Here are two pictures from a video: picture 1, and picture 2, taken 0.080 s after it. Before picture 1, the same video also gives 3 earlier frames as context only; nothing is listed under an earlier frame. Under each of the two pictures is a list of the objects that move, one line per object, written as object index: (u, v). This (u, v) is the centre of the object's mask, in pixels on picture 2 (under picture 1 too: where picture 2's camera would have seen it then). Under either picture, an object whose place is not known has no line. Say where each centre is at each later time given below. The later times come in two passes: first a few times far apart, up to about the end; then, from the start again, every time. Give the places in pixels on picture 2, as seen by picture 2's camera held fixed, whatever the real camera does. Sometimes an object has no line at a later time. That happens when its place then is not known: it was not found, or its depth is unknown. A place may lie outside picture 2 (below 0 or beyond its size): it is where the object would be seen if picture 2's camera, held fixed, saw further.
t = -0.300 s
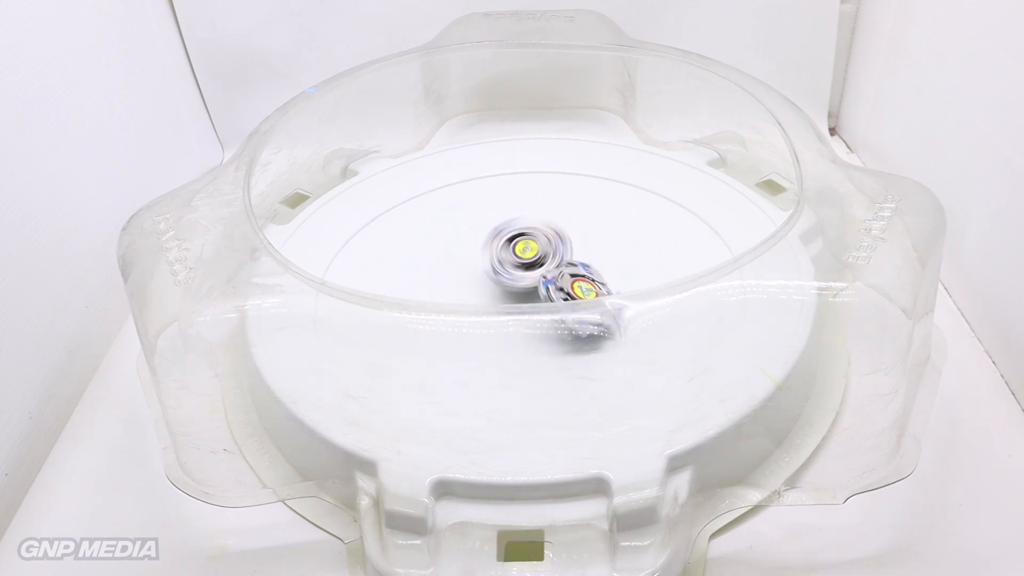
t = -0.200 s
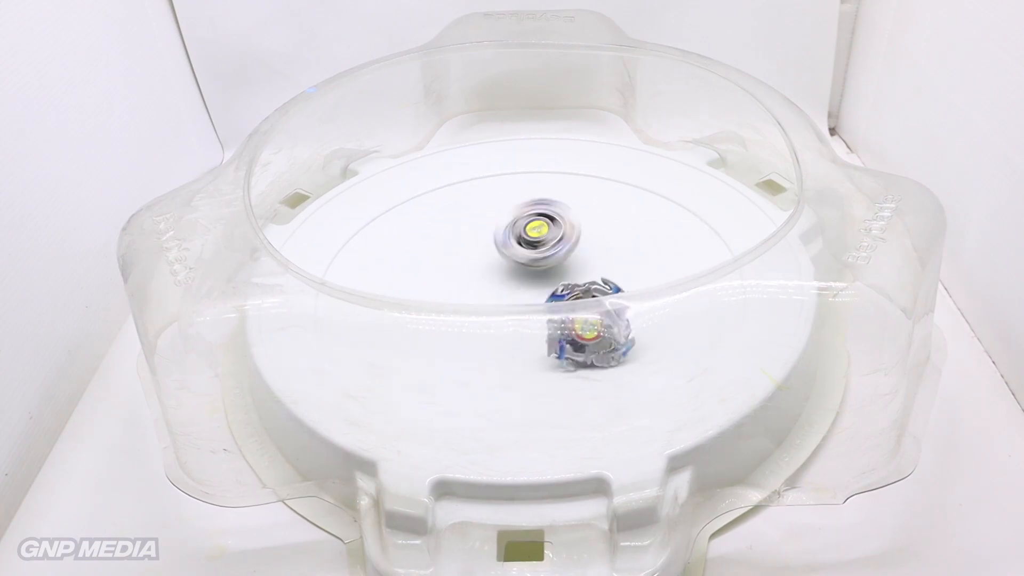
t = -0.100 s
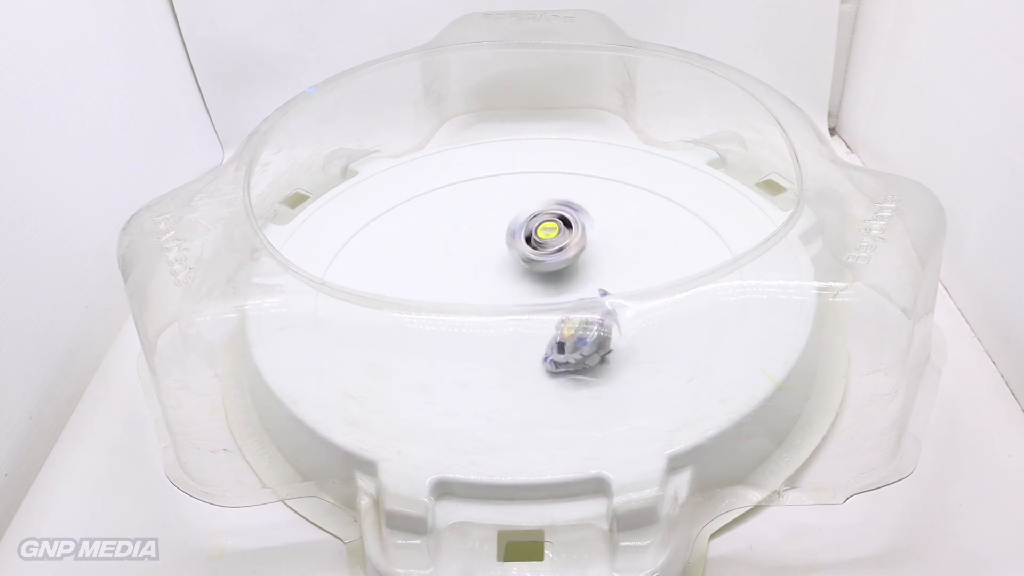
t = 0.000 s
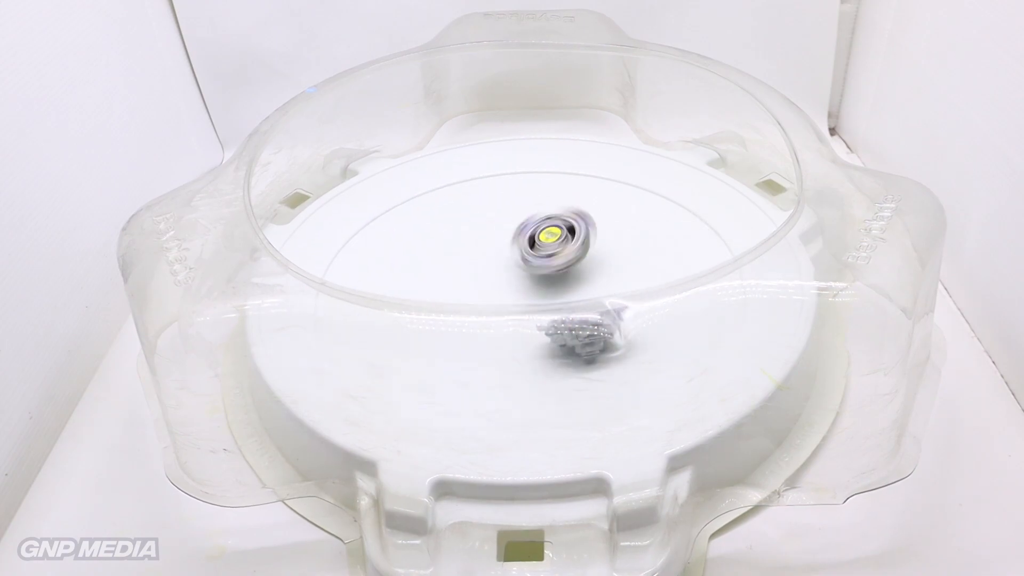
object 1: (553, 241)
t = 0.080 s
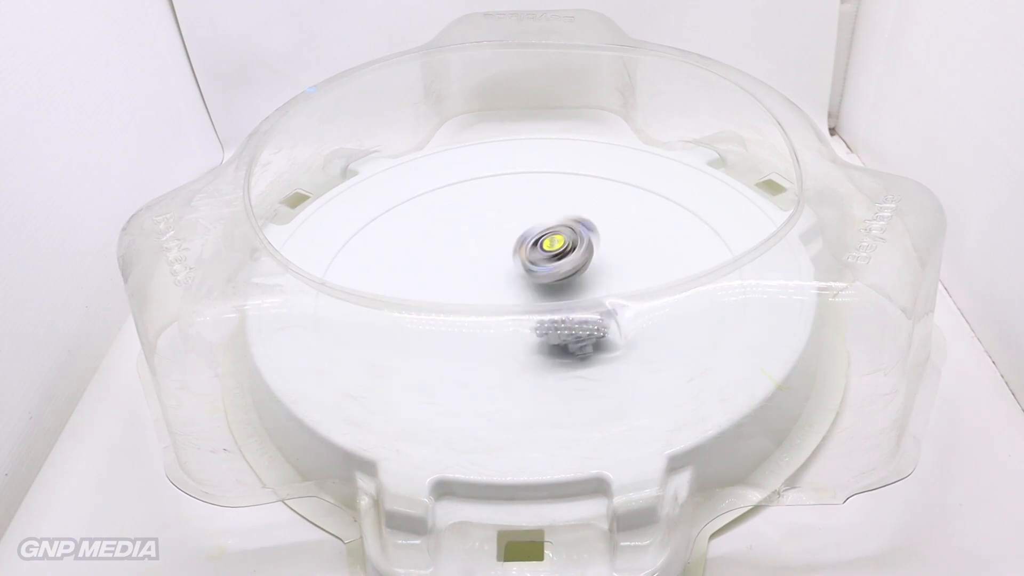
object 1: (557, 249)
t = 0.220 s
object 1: (554, 271)
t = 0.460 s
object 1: (526, 285)
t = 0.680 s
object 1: (505, 280)
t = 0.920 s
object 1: (507, 273)
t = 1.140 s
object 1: (525, 270)
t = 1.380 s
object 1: (549, 275)
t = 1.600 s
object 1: (551, 280)
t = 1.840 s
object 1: (544, 282)
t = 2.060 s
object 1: (536, 276)
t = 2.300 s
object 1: (540, 269)
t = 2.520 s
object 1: (542, 269)
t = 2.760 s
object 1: (542, 273)
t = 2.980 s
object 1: (536, 273)
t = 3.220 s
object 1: (532, 269)
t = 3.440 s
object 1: (534, 268)
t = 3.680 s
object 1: (537, 271)
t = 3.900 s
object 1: (533, 274)
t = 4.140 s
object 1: (527, 272)
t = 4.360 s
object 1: (527, 270)
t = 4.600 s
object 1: (531, 270)
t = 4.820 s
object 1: (531, 274)
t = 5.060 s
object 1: (526, 275)
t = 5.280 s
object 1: (524, 274)
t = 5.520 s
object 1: (524, 273)
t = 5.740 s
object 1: (528, 273)
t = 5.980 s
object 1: (530, 275)
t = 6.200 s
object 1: (529, 277)
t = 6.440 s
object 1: (528, 277)
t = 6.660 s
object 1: (529, 276)
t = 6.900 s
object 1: (530, 276)
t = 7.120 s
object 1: (531, 275)
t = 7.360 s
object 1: (533, 275)
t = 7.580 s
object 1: (533, 276)
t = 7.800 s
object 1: (533, 275)
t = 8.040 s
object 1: (532, 275)
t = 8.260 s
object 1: (531, 275)
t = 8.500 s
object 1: (532, 275)
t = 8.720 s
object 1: (532, 275)
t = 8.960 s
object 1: (532, 275)
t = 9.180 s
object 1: (531, 275)
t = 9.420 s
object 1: (532, 276)
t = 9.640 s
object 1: (531, 275)
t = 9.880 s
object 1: (531, 275)
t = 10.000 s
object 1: (532, 275)
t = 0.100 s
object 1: (556, 252)
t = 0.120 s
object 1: (556, 254)
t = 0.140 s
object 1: (556, 258)
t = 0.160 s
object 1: (556, 261)
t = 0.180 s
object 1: (557, 265)
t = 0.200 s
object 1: (555, 269)
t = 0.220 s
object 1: (554, 271)
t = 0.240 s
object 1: (552, 274)
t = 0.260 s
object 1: (552, 276)
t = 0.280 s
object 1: (550, 277)
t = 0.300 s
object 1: (546, 280)
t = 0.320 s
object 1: (544, 280)
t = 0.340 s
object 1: (541, 282)
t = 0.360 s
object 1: (538, 283)
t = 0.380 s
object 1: (537, 284)
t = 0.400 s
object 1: (534, 284)
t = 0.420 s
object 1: (532, 284)
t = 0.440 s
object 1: (529, 285)
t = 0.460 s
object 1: (526, 285)
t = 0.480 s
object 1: (524, 284)
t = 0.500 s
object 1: (520, 284)
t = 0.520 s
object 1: (518, 285)
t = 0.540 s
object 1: (517, 284)
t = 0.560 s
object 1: (514, 284)
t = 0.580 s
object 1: (512, 283)
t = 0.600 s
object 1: (510, 283)
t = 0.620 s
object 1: (508, 283)
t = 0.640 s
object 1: (508, 281)
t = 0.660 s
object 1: (506, 281)
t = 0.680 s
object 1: (505, 280)
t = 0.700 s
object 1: (505, 279)
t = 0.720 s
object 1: (505, 279)
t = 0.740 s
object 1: (505, 279)
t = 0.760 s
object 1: (504, 278)
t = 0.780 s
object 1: (503, 277)
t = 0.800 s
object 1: (503, 276)
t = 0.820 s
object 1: (504, 276)
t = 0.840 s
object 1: (505, 276)
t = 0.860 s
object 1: (505, 275)
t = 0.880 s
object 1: (505, 275)
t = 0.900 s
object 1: (505, 273)
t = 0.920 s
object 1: (507, 273)
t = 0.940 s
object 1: (509, 273)
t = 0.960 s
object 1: (509, 273)
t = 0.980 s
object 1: (510, 272)
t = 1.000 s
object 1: (511, 272)
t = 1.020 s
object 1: (513, 272)
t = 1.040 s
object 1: (514, 272)
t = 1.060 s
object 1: (516, 271)
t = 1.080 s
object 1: (518, 270)
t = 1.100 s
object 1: (520, 271)
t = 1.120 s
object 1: (522, 270)
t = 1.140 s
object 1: (525, 270)
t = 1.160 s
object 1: (526, 270)
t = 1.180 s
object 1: (530, 269)
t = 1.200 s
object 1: (533, 270)
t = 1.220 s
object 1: (535, 270)
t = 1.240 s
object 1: (538, 271)
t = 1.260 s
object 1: (540, 272)
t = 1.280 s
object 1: (541, 273)
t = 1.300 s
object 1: (544, 273)
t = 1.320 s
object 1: (545, 273)
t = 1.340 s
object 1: (546, 274)
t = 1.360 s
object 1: (548, 274)
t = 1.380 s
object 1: (549, 275)
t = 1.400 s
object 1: (549, 275)
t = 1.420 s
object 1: (550, 276)
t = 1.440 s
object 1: (551, 276)
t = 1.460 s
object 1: (550, 277)
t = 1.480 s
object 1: (551, 277)
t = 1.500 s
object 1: (551, 278)
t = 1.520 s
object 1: (551, 279)
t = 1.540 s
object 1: (551, 279)
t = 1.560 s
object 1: (551, 279)
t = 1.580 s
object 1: (551, 280)
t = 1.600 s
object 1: (551, 280)
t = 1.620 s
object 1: (550, 281)
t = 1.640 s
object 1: (550, 281)
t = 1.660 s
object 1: (550, 281)
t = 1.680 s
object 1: (549, 281)
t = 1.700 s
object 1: (549, 282)
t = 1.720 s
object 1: (548, 282)
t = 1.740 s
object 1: (547, 282)
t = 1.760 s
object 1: (546, 282)
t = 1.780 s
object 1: (546, 282)
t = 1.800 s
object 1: (545, 282)
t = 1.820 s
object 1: (544, 282)
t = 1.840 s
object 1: (544, 282)
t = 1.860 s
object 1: (542, 281)
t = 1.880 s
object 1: (542, 281)
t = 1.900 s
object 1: (540, 281)
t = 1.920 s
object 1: (539, 280)
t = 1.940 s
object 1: (539, 280)
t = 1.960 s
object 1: (538, 279)
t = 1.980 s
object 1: (537, 278)
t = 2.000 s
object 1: (537, 278)
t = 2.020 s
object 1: (537, 277)
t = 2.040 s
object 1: (536, 276)
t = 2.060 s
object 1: (536, 276)
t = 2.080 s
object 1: (536, 275)
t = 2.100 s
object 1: (536, 274)
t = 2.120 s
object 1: (536, 274)
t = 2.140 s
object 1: (537, 273)
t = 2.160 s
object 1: (537, 272)
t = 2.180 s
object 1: (538, 272)
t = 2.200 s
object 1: (538, 271)
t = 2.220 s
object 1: (538, 271)
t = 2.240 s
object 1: (539, 270)
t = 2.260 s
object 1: (539, 270)
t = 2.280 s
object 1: (539, 269)
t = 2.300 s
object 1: (540, 269)
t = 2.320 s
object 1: (540, 268)
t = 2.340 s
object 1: (540, 268)
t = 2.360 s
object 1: (540, 268)
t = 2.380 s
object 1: (540, 268)
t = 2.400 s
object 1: (541, 268)
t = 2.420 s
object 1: (541, 267)
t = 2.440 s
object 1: (541, 268)
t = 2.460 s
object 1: (541, 268)
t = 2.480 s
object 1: (541, 268)
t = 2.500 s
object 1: (542, 268)
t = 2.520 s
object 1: (542, 269)
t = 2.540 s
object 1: (542, 269)
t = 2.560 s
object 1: (543, 269)
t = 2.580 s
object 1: (543, 269)
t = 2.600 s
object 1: (543, 269)
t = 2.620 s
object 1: (543, 270)
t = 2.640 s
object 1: (543, 271)
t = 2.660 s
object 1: (543, 271)
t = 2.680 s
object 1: (543, 271)
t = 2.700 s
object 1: (543, 272)
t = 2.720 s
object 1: (543, 272)
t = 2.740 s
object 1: (543, 273)
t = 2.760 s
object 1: (542, 273)
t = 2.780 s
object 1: (541, 274)
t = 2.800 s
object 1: (541, 274)
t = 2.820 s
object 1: (541, 274)
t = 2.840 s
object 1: (540, 274)
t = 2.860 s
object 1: (539, 274)
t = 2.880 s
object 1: (539, 274)
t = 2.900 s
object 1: (538, 274)
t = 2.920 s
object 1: (538, 274)
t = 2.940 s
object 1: (537, 274)
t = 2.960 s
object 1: (537, 274)
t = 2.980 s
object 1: (536, 273)
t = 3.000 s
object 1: (536, 273)
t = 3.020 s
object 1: (535, 273)
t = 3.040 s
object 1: (534, 273)
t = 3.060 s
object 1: (533, 272)
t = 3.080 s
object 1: (532, 272)
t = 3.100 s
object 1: (532, 271)
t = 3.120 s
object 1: (532, 271)
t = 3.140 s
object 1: (532, 271)
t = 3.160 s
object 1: (533, 270)
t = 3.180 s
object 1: (533, 270)
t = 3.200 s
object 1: (533, 270)
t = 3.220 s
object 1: (532, 269)
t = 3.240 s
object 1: (531, 269)
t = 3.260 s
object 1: (531, 269)
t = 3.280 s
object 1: (531, 269)
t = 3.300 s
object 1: (532, 268)
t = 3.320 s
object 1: (533, 268)
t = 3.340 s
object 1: (533, 268)
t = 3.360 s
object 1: (534, 268)
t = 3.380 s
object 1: (534, 267)
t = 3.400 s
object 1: (534, 268)
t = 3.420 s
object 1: (534, 267)
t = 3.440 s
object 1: (534, 268)
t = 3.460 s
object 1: (534, 268)
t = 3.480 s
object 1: (534, 268)
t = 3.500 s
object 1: (535, 268)
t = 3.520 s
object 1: (536, 269)
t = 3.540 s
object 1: (535, 269)
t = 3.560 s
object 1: (536, 269)
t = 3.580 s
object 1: (536, 269)
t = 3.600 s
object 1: (536, 270)
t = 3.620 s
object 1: (536, 270)
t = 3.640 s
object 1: (536, 270)
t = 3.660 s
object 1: (536, 271)
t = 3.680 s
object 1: (537, 271)
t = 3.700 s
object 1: (537, 271)
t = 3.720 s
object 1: (536, 271)
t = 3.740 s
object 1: (536, 271)
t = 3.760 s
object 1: (535, 272)
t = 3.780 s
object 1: (534, 272)
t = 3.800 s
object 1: (533, 272)
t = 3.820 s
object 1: (534, 272)
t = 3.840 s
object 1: (534, 273)
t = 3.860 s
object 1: (533, 273)
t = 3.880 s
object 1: (533, 273)
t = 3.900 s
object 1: (533, 274)
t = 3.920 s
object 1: (532, 274)
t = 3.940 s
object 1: (531, 273)
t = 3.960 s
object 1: (531, 273)
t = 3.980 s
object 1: (531, 273)
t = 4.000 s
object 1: (530, 273)
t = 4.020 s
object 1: (529, 273)
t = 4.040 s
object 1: (528, 273)
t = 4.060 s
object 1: (527, 272)
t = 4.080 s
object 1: (528, 272)
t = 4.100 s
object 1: (527, 273)
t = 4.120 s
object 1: (527, 272)
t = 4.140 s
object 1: (527, 272)
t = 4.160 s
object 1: (526, 272)
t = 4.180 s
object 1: (526, 272)
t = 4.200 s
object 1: (526, 271)
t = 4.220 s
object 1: (526, 271)
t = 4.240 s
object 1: (526, 271)
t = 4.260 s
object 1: (527, 270)
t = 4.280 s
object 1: (526, 270)
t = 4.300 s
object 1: (526, 270)
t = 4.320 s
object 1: (526, 269)
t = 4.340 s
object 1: (526, 270)
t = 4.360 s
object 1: (527, 270)
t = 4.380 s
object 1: (527, 269)
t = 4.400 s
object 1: (528, 269)
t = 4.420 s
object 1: (528, 269)
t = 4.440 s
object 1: (528, 270)
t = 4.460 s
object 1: (529, 270)
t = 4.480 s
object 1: (530, 269)
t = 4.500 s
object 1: (530, 269)
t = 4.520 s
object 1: (529, 269)
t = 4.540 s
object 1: (529, 270)
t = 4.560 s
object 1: (530, 271)
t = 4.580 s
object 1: (530, 270)
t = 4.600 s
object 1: (531, 270)
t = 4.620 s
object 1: (531, 271)
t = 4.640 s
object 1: (531, 272)
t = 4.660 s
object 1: (531, 271)
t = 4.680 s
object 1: (532, 272)
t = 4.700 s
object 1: (532, 271)
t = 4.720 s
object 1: (531, 272)
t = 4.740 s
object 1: (531, 272)
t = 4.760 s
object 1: (530, 273)
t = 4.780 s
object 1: (530, 273)
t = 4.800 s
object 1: (531, 273)
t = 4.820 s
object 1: (531, 274)
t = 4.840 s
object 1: (530, 274)
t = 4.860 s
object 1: (530, 274)
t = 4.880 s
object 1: (530, 274)
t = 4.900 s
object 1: (530, 274)
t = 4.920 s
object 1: (529, 274)
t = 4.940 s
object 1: (528, 275)
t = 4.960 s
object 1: (527, 275)
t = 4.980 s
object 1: (527, 275)
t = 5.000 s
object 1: (527, 275)
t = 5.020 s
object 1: (527, 275)
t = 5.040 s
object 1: (526, 276)
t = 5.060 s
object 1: (526, 275)
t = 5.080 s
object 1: (526, 275)
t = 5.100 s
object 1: (526, 275)
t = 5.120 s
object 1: (525, 275)
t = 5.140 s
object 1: (524, 275)
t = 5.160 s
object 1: (523, 275)
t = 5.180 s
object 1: (524, 275)
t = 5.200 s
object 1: (524, 275)
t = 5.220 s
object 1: (524, 275)
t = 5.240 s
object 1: (523, 275)
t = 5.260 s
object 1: (523, 274)
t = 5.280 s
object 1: (524, 274)
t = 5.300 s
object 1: (523, 274)
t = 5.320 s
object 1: (522, 274)
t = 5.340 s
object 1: (522, 274)
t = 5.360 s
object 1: (522, 274)
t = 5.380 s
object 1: (522, 274)
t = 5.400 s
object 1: (523, 274)
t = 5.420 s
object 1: (523, 273)
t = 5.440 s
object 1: (524, 274)
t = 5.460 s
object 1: (525, 273)
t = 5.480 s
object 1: (524, 273)
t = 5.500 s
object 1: (524, 273)
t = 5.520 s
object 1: (524, 273)
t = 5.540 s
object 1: (525, 273)
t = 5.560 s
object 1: (526, 273)
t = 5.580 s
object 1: (525, 274)
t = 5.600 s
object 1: (526, 273)
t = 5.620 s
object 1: (527, 273)
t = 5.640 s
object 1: (527, 273)
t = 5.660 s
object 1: (527, 273)
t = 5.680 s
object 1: (527, 273)
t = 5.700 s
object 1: (528, 273)
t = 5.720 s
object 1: (528, 274)
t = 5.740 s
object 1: (528, 273)
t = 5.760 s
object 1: (529, 274)
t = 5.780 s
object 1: (530, 274)
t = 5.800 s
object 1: (530, 274)
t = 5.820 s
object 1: (529, 274)
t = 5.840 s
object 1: (529, 274)
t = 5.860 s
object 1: (529, 275)
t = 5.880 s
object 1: (530, 275)
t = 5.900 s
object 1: (531, 275)
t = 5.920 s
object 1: (530, 275)
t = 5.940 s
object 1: (531, 276)
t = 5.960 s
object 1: (531, 275)
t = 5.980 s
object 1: (530, 275)
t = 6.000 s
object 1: (530, 276)
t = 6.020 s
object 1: (531, 276)
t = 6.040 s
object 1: (531, 276)
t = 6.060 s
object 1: (531, 277)
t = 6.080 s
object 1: (531, 276)
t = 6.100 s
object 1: (532, 276)
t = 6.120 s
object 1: (530, 276)
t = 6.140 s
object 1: (529, 277)
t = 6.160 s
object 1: (530, 276)
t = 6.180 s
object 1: (530, 277)
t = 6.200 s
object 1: (529, 277)
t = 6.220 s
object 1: (530, 277)
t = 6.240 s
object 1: (531, 277)
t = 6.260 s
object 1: (530, 277)
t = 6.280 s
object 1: (528, 277)
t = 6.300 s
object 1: (529, 277)
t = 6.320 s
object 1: (529, 277)
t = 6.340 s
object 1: (528, 277)
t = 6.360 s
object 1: (529, 277)
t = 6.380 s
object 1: (529, 277)
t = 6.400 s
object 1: (529, 277)
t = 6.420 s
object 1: (527, 277)
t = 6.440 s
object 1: (528, 277)
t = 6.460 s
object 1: (528, 277)
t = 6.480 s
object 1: (527, 277)
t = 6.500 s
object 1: (528, 277)
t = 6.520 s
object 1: (529, 277)
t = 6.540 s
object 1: (528, 276)
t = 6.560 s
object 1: (526, 276)
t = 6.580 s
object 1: (527, 276)
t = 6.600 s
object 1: (528, 277)
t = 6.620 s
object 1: (527, 276)
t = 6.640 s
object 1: (528, 276)
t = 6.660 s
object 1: (529, 276)
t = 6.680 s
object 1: (527, 276)
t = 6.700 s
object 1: (527, 276)
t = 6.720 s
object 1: (528, 276)
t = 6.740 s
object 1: (528, 276)
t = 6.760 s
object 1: (527, 276)
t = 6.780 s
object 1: (529, 276)
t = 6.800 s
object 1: (529, 275)
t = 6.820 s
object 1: (527, 275)
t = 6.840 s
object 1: (528, 275)
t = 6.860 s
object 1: (529, 275)
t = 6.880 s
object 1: (529, 276)
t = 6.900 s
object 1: (530, 276)
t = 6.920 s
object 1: (530, 275)
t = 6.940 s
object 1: (530, 275)
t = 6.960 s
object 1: (529, 275)
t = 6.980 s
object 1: (530, 275)
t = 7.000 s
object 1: (530, 275)
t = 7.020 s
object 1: (531, 275)
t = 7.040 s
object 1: (531, 275)
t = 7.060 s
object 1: (530, 275)
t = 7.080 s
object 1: (531, 275)
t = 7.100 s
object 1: (532, 275)
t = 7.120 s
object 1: (531, 275)
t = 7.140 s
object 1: (532, 275)
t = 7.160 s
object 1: (533, 275)
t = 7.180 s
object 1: (531, 275)
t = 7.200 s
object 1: (532, 275)
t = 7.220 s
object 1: (532, 275)
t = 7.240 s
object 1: (533, 275)
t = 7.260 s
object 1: (533, 275)
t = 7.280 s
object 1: (534, 275)
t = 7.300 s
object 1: (533, 275)
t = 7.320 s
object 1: (533, 275)
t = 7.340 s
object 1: (533, 275)
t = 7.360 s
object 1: (533, 275)
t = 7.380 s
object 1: (534, 276)
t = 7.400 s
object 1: (534, 275)
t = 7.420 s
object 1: (532, 275)
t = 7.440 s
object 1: (533, 275)
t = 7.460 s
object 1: (534, 276)
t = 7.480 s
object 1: (533, 276)
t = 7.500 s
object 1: (534, 276)
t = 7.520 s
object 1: (534, 275)
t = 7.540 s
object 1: (533, 275)
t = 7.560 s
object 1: (533, 276)
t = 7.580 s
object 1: (533, 276)
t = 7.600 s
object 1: (534, 276)
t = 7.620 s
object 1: (534, 275)
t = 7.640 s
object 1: (532, 275)
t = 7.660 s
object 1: (533, 275)
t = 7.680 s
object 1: (533, 276)
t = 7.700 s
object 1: (532, 276)
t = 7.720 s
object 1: (534, 275)
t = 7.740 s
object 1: (533, 275)
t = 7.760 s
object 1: (532, 275)
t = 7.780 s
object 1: (532, 276)
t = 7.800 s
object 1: (533, 275)
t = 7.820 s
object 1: (533, 276)
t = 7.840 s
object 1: (533, 275)
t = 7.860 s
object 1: (531, 275)
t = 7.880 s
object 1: (532, 275)
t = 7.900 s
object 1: (532, 275)
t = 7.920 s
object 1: (532, 276)
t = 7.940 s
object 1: (532, 275)
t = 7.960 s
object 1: (531, 275)
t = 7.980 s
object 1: (531, 275)
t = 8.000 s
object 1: (531, 275)
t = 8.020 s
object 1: (531, 275)
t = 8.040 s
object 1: (532, 275)
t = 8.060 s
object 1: (531, 275)
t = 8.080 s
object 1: (531, 275)
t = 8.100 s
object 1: (531, 275)
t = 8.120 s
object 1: (531, 275)
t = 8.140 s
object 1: (532, 275)
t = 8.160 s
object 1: (531, 275)
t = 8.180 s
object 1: (531, 275)
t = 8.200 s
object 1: (531, 275)
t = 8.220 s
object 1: (531, 275)
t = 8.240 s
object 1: (532, 275)
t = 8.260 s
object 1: (531, 275)
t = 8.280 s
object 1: (531, 275)
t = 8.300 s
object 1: (531, 275)
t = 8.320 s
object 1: (531, 275)
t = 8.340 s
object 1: (532, 275)
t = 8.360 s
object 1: (530, 274)
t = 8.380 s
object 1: (530, 275)
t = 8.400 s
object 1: (531, 275)
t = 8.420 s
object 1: (531, 275)
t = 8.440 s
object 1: (532, 274)
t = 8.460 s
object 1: (530, 274)
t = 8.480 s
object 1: (531, 274)
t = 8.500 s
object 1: (532, 275)
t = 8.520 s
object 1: (531, 275)
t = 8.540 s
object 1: (531, 275)
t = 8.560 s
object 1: (531, 275)
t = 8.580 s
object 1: (531, 275)
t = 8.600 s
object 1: (531, 275)
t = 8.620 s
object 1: (532, 275)
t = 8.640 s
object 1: (531, 275)
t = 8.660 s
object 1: (530, 275)
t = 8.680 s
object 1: (531, 275)
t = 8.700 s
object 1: (531, 275)
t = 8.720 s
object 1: (532, 275)
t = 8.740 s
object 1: (531, 275)
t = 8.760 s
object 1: (531, 275)
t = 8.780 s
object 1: (532, 275)
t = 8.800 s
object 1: (532, 275)
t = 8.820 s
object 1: (532, 275)
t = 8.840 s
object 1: (530, 275)
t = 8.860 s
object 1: (531, 275)
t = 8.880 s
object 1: (532, 275)
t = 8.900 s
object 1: (532, 275)
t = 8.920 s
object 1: (531, 275)
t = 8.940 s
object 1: (531, 275)
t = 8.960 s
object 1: (532, 275)
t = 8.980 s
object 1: (532, 276)
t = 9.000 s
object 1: (532, 275)
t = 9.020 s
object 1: (531, 275)
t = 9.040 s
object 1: (531, 276)
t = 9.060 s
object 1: (531, 276)
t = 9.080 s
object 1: (532, 275)
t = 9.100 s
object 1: (531, 275)
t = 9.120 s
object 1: (531, 275)
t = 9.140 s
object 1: (531, 276)
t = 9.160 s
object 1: (531, 275)
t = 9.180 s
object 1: (531, 275)
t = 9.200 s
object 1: (530, 275)
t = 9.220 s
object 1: (531, 275)
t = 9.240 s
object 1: (531, 275)
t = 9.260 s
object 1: (532, 275)
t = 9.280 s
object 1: (530, 275)
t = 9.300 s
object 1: (531, 275)
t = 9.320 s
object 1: (531, 275)
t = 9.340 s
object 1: (532, 275)
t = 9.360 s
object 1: (530, 275)
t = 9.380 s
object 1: (530, 275)
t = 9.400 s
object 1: (531, 275)
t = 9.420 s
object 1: (532, 276)
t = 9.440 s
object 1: (531, 275)
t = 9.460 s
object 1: (530, 275)
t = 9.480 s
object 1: (531, 275)
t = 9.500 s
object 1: (531, 276)
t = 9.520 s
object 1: (531, 275)
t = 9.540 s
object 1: (530, 275)
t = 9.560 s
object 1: (531, 275)
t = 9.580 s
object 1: (531, 276)
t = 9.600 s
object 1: (531, 275)
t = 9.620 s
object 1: (530, 275)
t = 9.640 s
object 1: (531, 275)
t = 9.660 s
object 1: (531, 276)
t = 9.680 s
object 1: (531, 275)
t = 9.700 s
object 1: (530, 275)
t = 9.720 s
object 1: (531, 275)
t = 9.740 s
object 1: (531, 275)
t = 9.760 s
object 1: (531, 275)
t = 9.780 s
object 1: (530, 275)
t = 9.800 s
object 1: (531, 275)
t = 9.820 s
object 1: (531, 276)
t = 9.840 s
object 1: (532, 275)
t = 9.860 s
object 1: (530, 275)
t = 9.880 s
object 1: (531, 275)
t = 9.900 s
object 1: (531, 276)
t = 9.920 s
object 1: (532, 275)
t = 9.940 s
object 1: (530, 275)
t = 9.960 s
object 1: (531, 275)
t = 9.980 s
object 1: (531, 276)
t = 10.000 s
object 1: (532, 275)
